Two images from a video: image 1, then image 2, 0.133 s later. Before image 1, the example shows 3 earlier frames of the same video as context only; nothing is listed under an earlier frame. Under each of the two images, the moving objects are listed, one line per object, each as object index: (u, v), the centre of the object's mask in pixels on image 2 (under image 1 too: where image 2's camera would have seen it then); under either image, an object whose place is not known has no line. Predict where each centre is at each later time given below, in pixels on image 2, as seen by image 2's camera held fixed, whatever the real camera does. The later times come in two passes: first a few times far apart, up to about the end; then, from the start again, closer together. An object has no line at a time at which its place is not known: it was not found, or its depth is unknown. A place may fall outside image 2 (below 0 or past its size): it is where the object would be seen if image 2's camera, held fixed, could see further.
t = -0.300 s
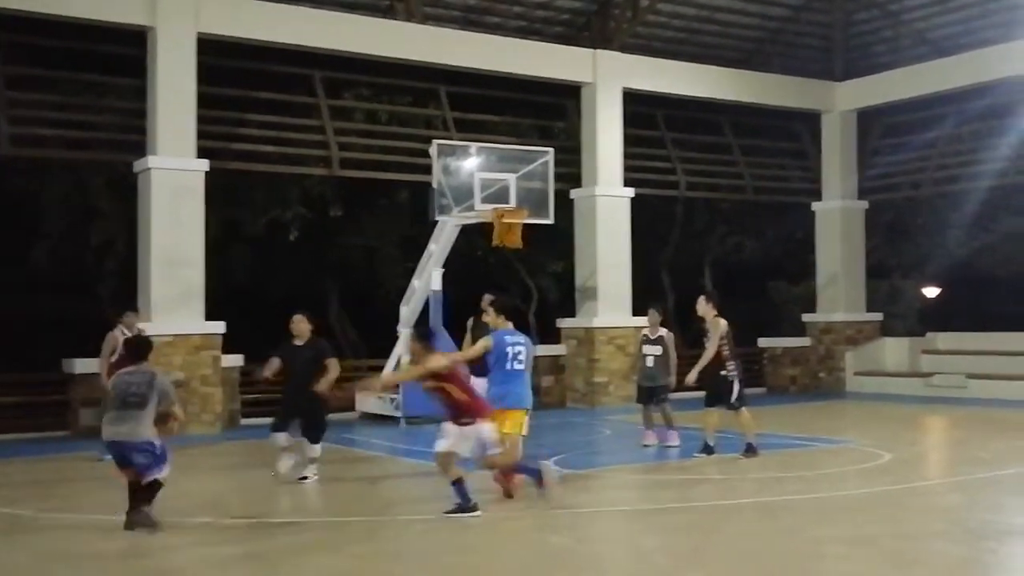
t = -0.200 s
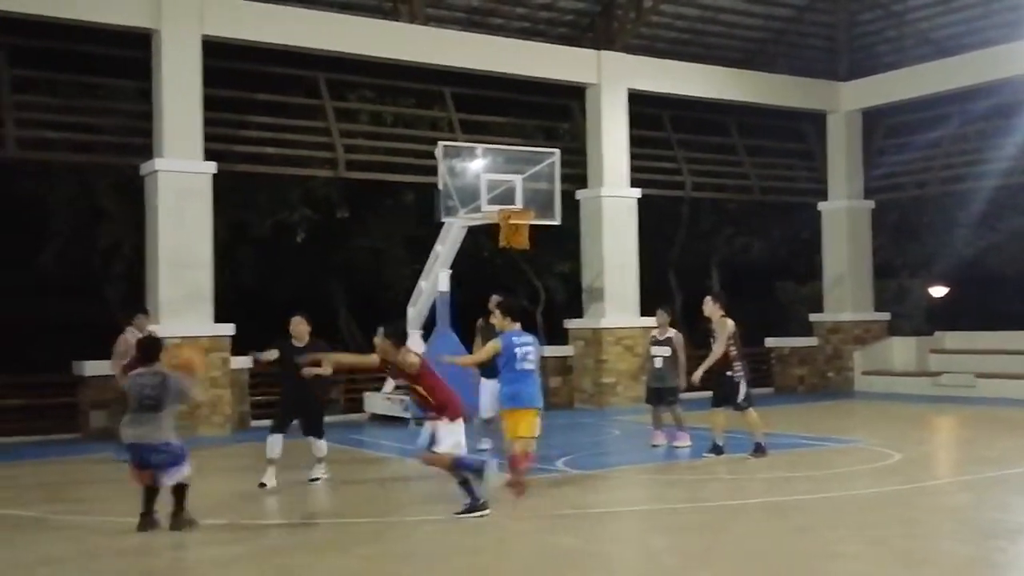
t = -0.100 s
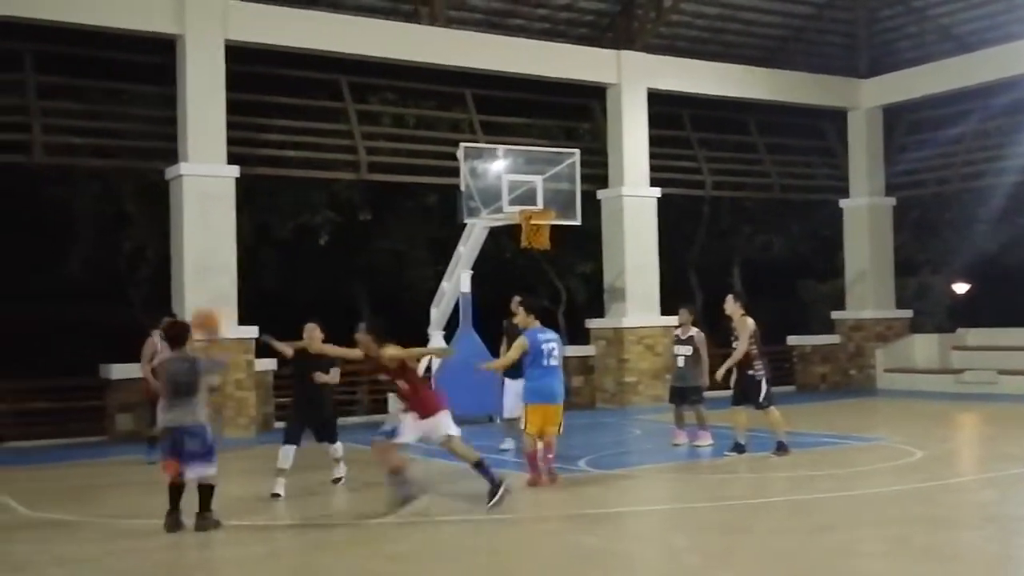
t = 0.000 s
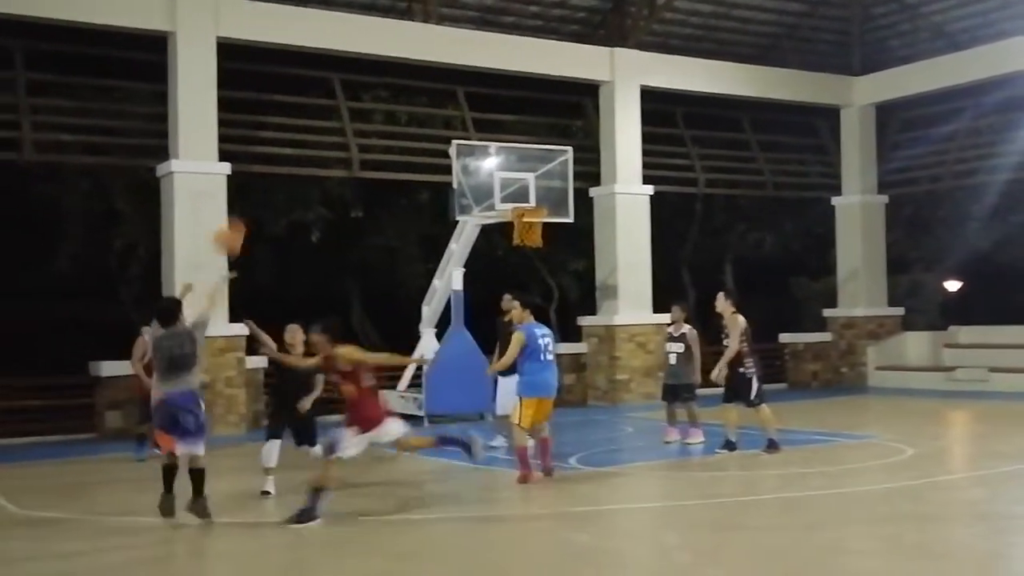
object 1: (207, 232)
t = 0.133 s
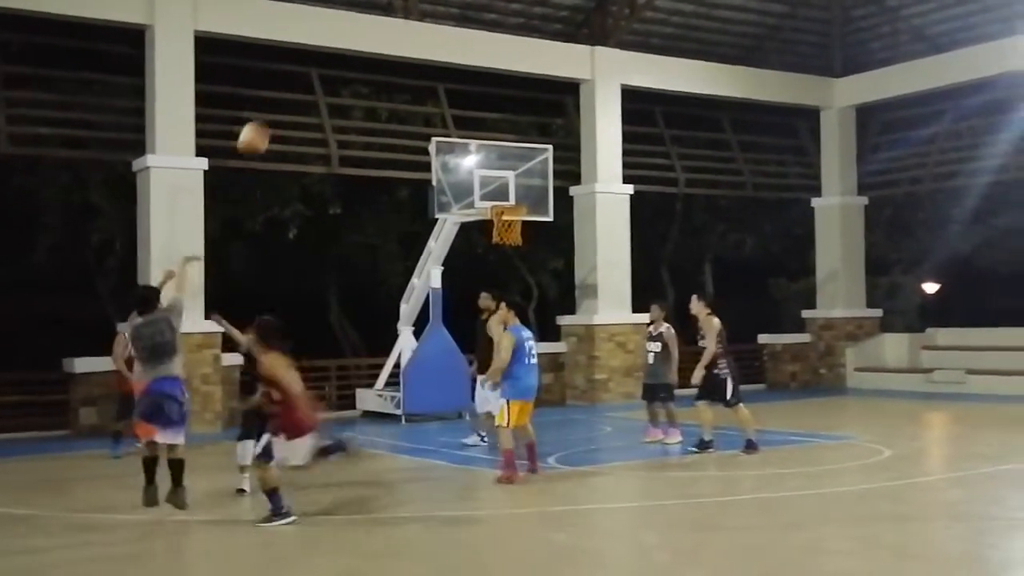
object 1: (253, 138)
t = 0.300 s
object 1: (308, 63)
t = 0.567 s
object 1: (379, 23)
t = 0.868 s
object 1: (445, 54)
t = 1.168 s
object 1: (498, 149)
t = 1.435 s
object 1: (485, 173)
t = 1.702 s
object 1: (418, 149)
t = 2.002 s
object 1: (334, 197)
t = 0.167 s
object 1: (266, 120)
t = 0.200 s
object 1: (276, 104)
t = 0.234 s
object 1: (287, 88)
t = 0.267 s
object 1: (298, 76)
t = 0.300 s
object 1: (308, 63)
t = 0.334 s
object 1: (317, 55)
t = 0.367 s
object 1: (327, 46)
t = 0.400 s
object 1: (337, 39)
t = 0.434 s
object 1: (344, 34)
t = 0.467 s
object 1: (354, 29)
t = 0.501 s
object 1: (363, 25)
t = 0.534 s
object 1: (372, 23)
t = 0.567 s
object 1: (379, 23)
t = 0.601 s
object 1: (387, 22)
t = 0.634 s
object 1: (395, 22)
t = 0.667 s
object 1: (403, 24)
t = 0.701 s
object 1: (412, 28)
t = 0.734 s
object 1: (418, 31)
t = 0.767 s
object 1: (425, 36)
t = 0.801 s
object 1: (431, 41)
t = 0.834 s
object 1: (438, 48)
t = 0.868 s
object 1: (445, 54)
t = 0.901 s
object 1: (452, 65)
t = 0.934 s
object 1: (457, 73)
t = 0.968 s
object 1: (463, 81)
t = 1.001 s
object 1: (469, 90)
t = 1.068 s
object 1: (481, 113)
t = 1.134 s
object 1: (492, 135)
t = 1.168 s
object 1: (498, 149)
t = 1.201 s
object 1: (503, 162)
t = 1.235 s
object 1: (509, 176)
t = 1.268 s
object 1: (512, 193)
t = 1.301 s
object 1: (516, 203)
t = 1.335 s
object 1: (506, 194)
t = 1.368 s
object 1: (498, 182)
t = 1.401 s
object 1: (492, 179)
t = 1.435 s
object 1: (485, 173)
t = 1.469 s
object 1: (476, 165)
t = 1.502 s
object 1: (468, 160)
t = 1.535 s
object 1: (459, 156)
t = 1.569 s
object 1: (451, 153)
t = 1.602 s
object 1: (442, 151)
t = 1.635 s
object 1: (434, 150)
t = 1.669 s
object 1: (424, 149)
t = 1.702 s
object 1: (418, 149)
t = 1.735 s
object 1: (408, 150)
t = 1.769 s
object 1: (400, 152)
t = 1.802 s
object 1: (391, 155)
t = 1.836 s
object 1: (383, 160)
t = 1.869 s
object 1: (373, 163)
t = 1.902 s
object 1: (362, 171)
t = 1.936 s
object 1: (353, 179)
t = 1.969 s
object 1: (343, 187)
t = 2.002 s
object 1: (334, 197)
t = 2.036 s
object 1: (324, 208)
